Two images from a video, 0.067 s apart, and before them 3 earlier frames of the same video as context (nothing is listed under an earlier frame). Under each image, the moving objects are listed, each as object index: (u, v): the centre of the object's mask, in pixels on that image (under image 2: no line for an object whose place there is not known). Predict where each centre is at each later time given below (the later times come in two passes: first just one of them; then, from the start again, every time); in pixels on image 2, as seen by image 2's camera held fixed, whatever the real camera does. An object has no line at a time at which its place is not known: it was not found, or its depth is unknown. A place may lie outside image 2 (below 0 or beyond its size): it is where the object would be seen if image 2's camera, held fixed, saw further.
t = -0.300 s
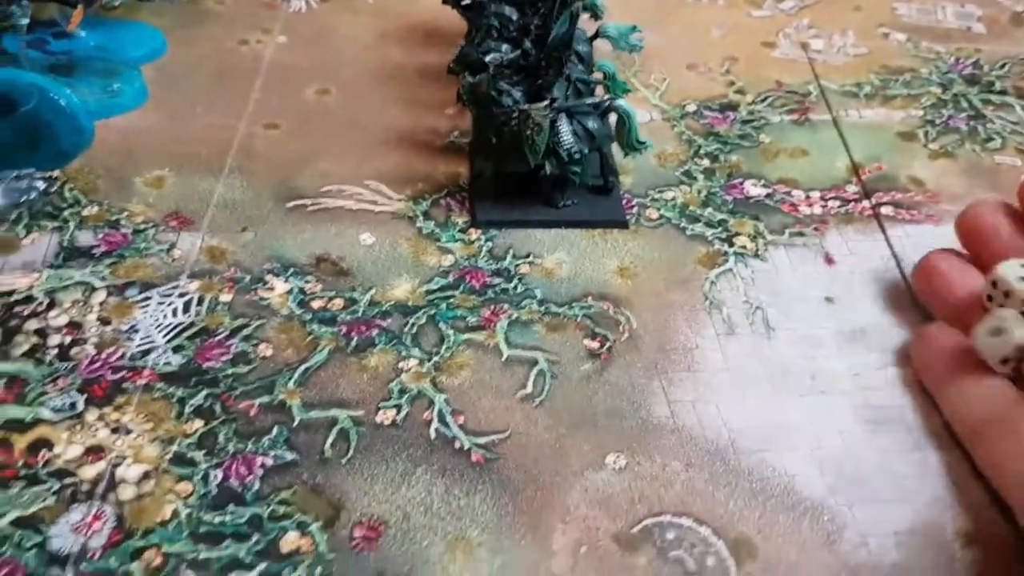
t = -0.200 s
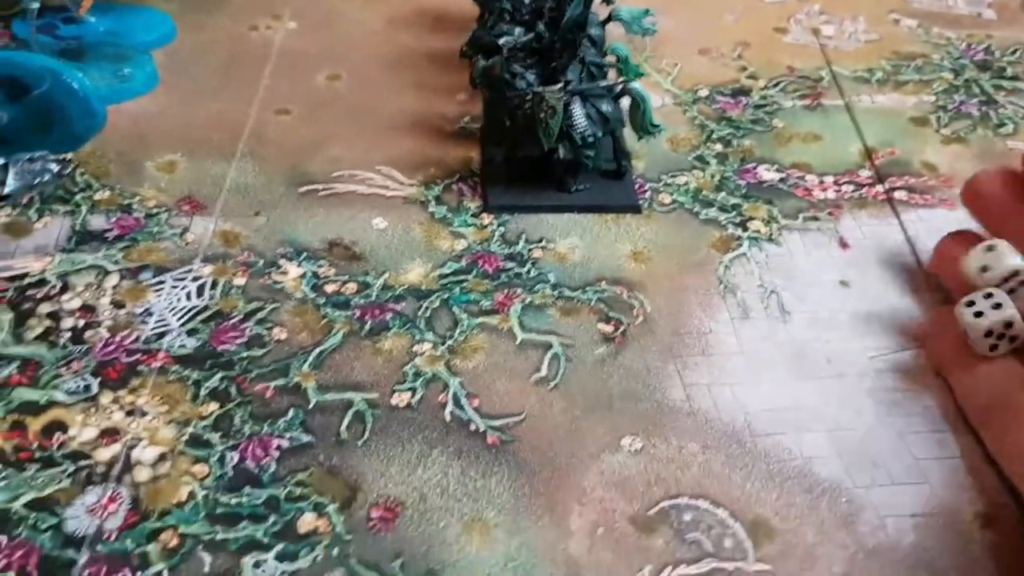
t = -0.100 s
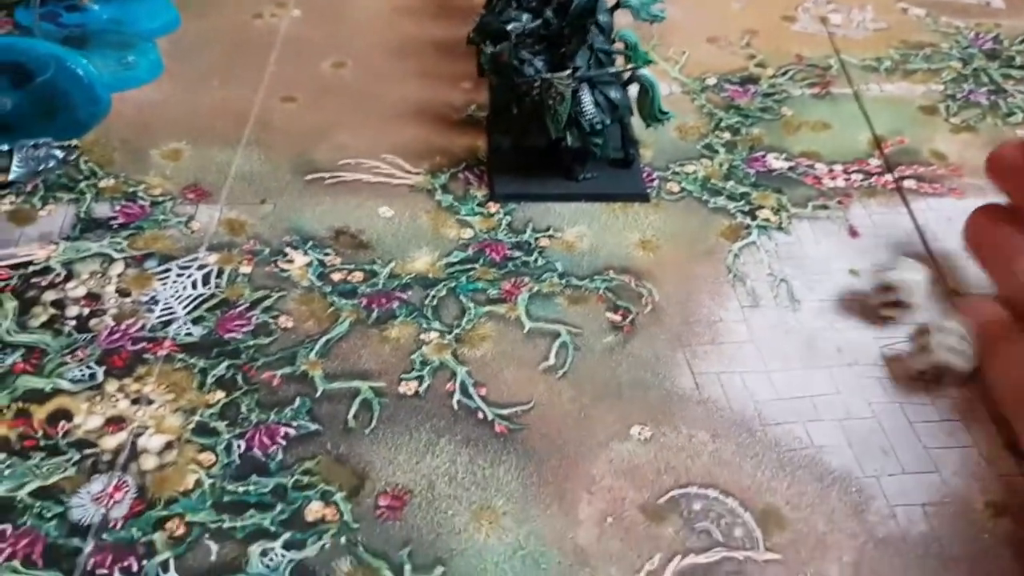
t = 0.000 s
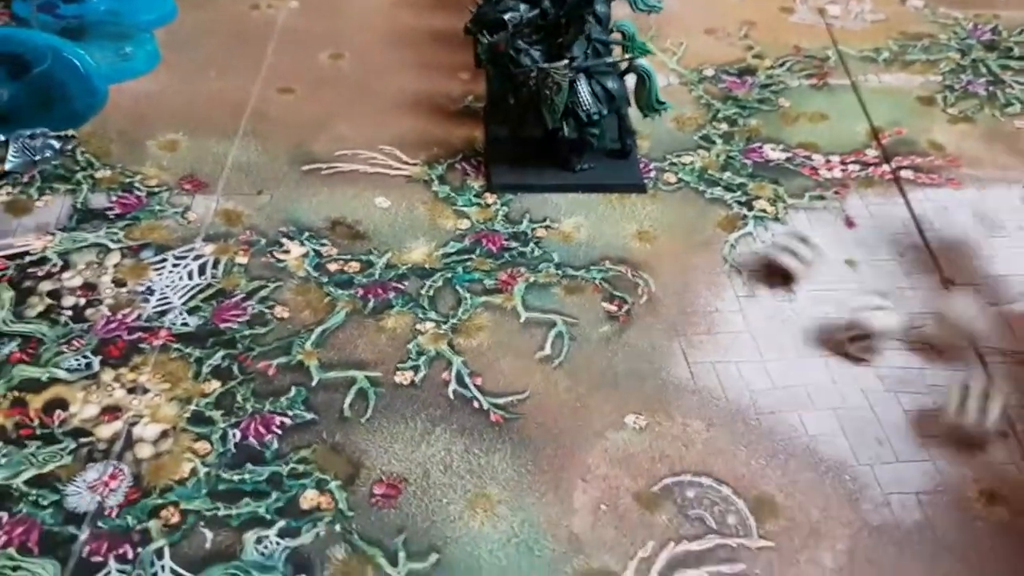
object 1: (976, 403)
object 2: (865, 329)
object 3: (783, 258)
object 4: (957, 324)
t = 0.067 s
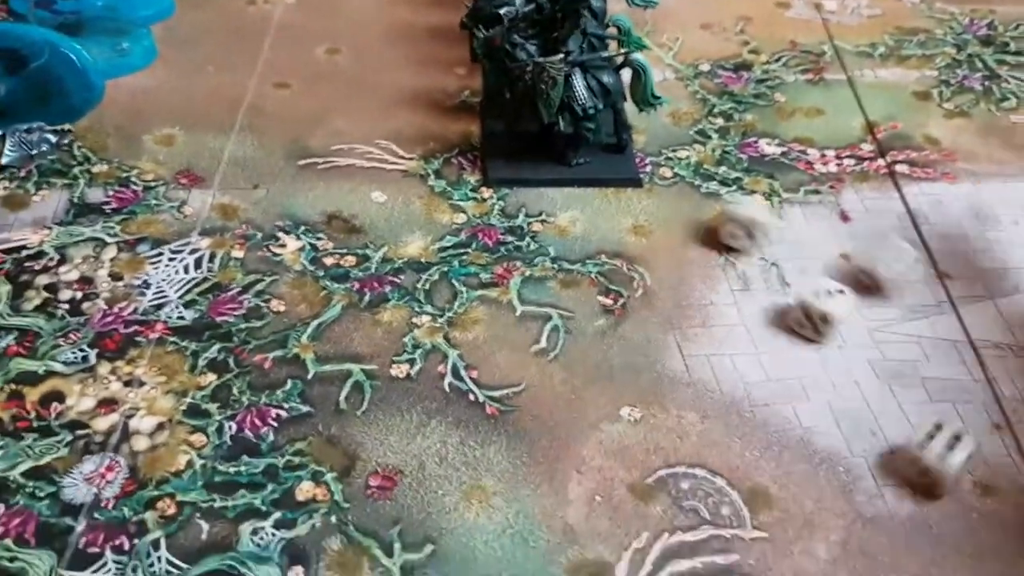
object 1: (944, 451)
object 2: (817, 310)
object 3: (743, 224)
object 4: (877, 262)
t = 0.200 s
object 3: (662, 185)
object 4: (782, 178)
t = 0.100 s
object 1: (929, 471)
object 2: (805, 306)
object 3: (721, 209)
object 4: (850, 243)
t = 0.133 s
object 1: (913, 486)
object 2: (798, 302)
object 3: (702, 202)
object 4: (826, 217)
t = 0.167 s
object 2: (796, 301)
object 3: (683, 191)
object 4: (803, 193)
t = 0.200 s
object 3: (662, 185)
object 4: (782, 178)
